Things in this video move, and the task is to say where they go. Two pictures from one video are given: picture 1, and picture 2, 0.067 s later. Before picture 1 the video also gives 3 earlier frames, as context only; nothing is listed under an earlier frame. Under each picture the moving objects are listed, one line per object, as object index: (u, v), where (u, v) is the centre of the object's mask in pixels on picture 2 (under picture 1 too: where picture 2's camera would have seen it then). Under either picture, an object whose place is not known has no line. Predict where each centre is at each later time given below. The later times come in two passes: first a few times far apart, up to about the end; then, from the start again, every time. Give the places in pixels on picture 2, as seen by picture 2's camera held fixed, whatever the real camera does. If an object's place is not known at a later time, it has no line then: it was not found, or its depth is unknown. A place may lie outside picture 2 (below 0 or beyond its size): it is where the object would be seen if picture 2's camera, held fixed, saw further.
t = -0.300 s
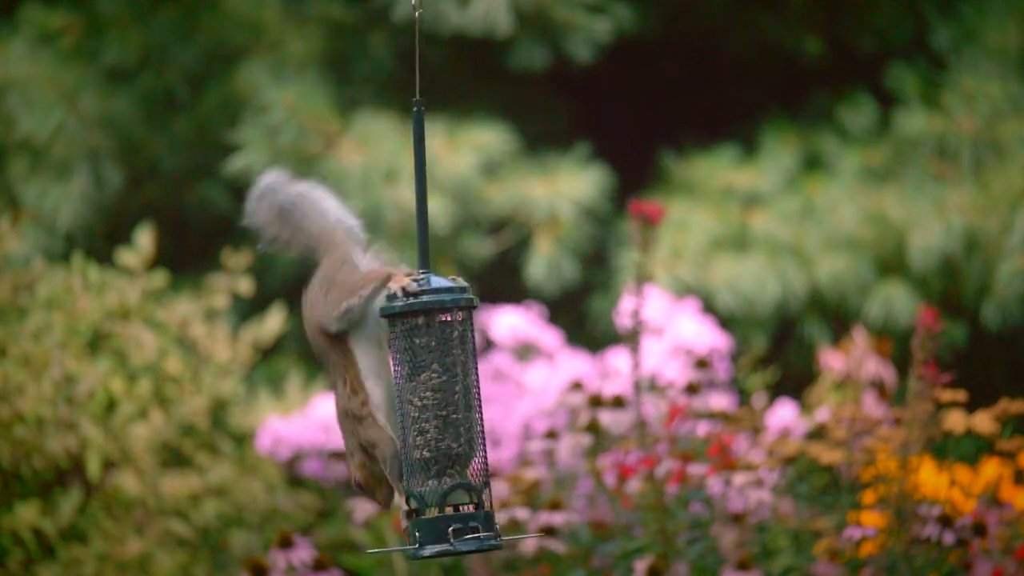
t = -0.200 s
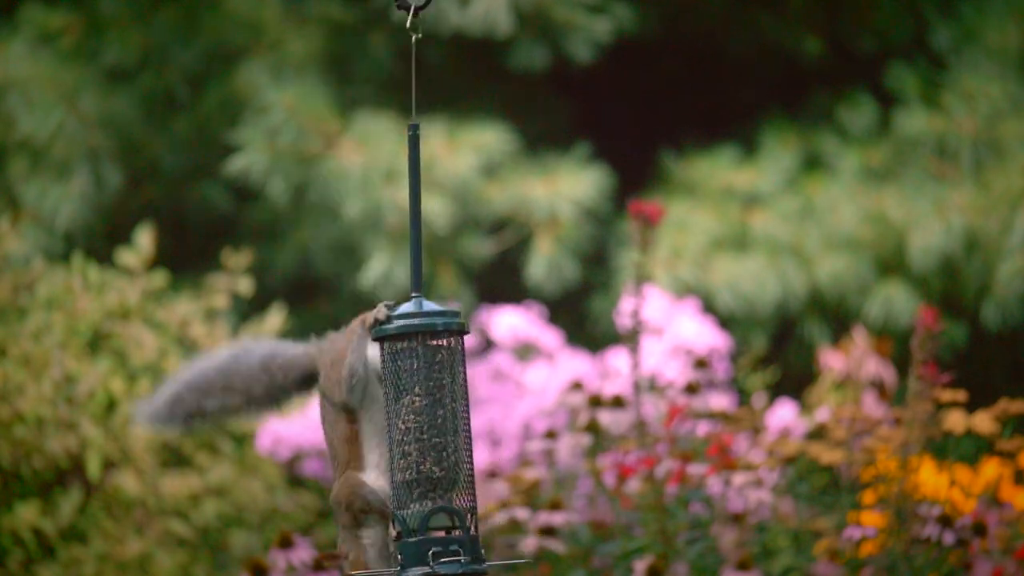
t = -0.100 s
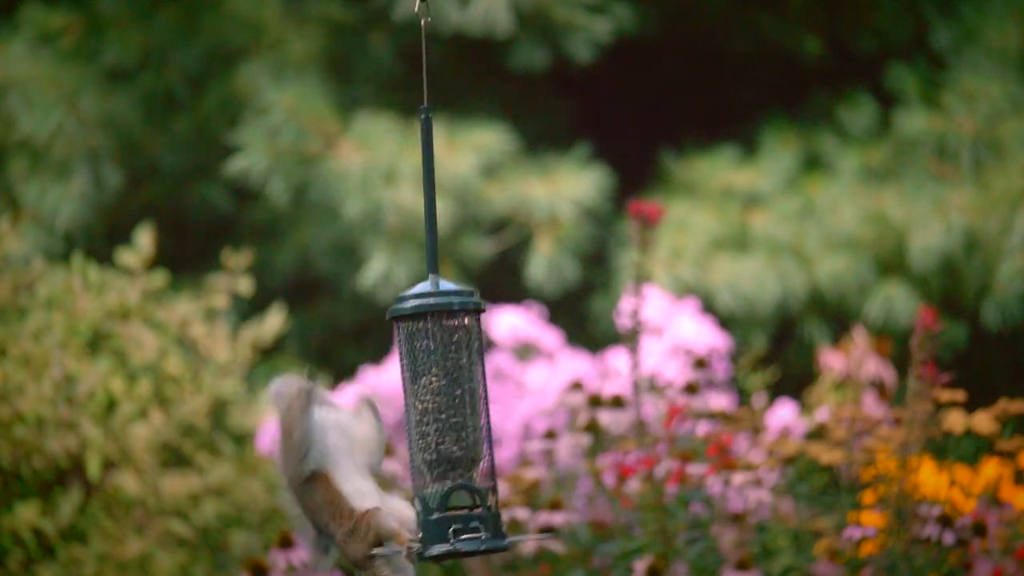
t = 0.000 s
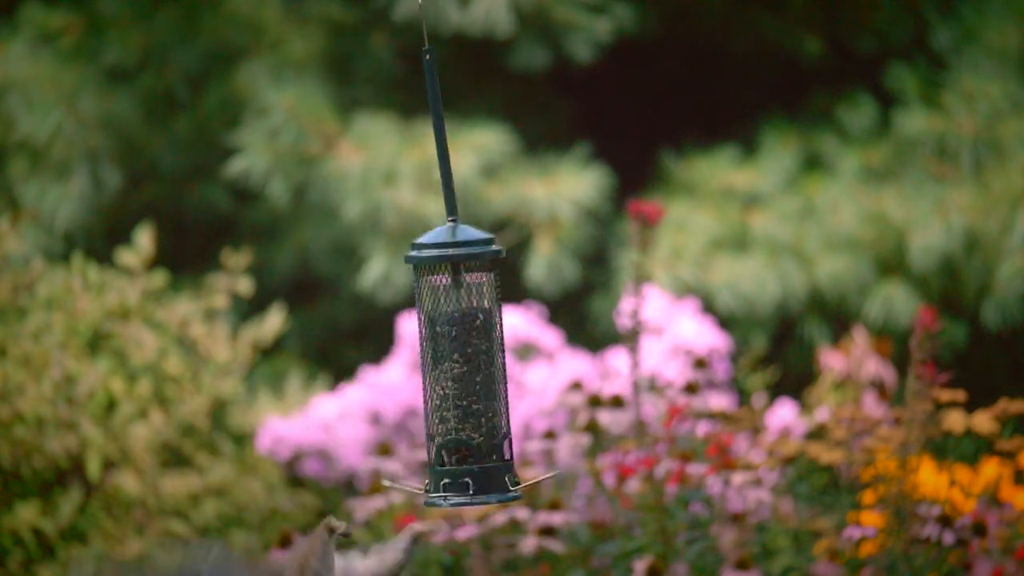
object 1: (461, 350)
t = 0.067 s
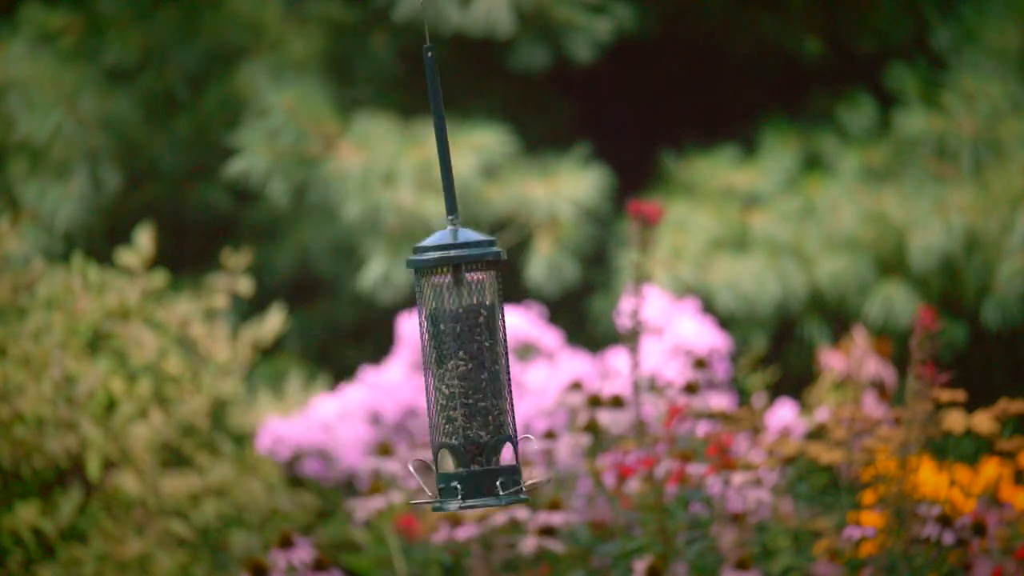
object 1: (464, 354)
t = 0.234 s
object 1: (457, 376)
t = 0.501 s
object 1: (404, 364)
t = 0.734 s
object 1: (376, 365)
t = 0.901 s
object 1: (385, 366)
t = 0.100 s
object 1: (464, 362)
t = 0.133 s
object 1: (466, 374)
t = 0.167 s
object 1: (464, 379)
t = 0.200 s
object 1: (461, 380)
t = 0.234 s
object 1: (457, 376)
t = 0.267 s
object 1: (452, 370)
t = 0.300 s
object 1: (446, 364)
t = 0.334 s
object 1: (439, 367)
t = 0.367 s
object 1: (433, 371)
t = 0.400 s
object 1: (426, 370)
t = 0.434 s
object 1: (419, 369)
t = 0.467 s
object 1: (411, 367)
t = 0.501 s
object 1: (404, 364)
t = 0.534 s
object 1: (398, 363)
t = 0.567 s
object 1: (393, 363)
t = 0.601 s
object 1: (388, 362)
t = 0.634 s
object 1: (383, 363)
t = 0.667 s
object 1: (380, 364)
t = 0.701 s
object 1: (377, 365)
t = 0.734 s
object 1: (376, 365)
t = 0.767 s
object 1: (376, 365)
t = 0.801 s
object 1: (377, 365)
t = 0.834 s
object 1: (378, 365)
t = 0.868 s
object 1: (381, 366)
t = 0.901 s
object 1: (385, 366)
